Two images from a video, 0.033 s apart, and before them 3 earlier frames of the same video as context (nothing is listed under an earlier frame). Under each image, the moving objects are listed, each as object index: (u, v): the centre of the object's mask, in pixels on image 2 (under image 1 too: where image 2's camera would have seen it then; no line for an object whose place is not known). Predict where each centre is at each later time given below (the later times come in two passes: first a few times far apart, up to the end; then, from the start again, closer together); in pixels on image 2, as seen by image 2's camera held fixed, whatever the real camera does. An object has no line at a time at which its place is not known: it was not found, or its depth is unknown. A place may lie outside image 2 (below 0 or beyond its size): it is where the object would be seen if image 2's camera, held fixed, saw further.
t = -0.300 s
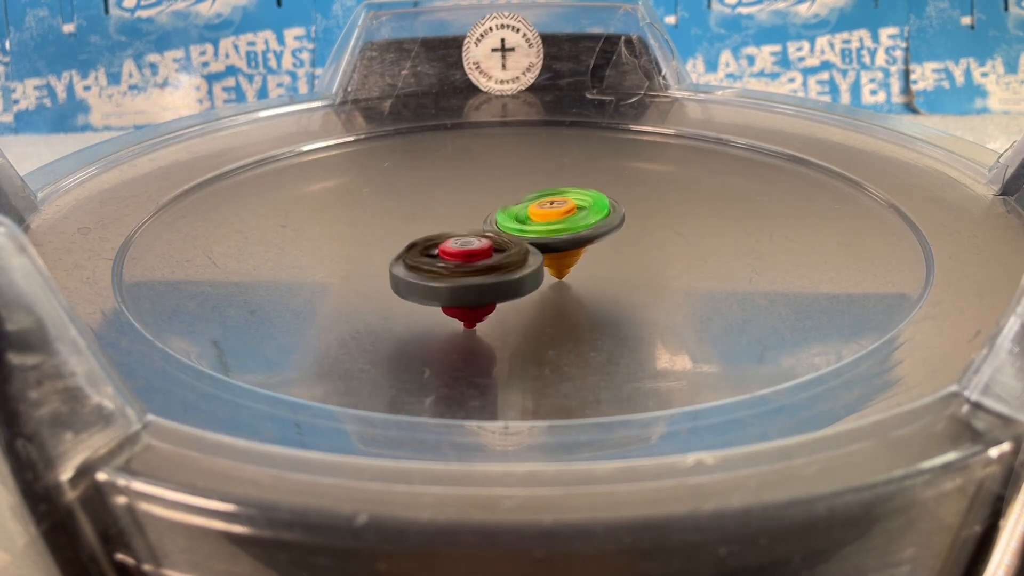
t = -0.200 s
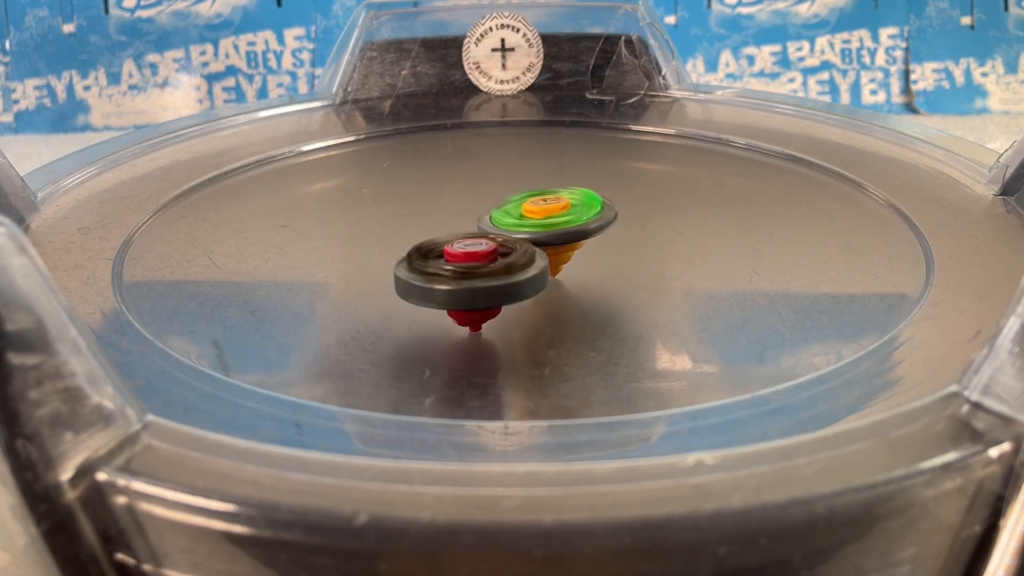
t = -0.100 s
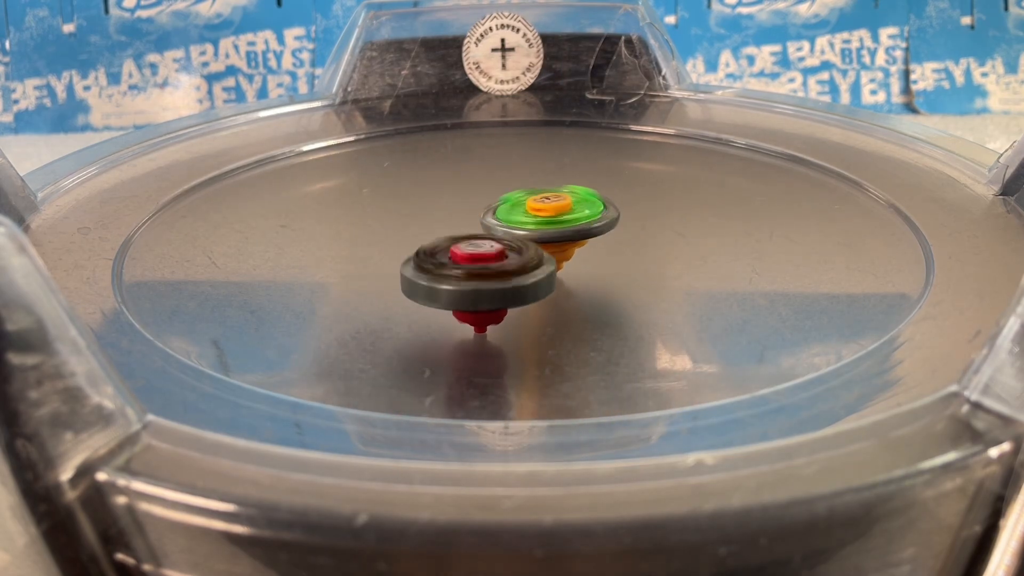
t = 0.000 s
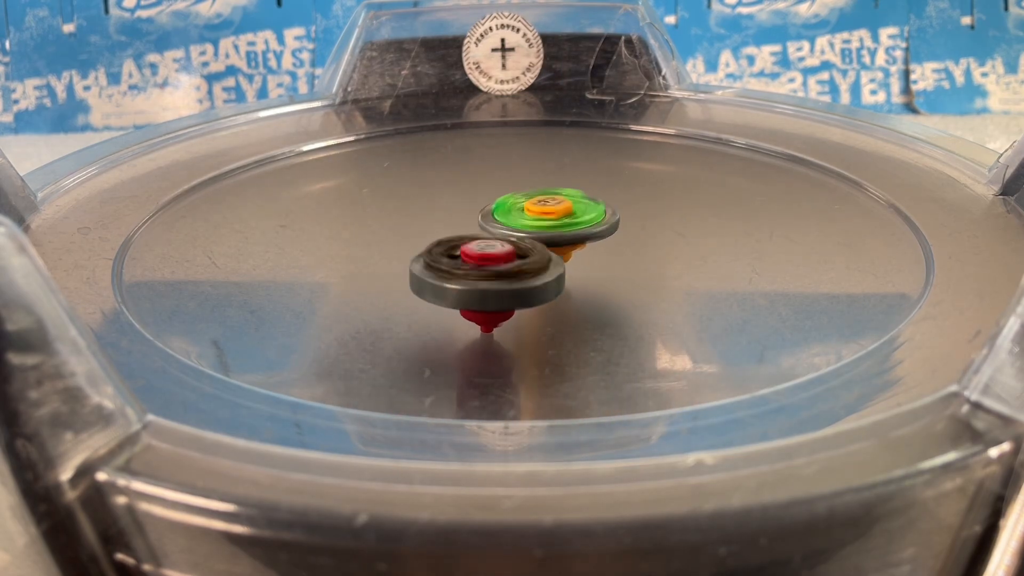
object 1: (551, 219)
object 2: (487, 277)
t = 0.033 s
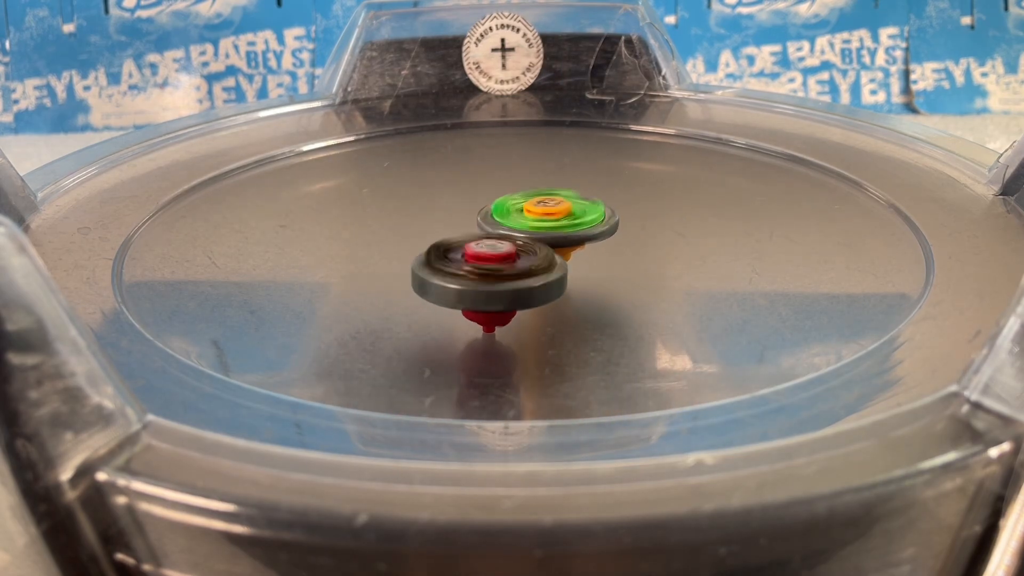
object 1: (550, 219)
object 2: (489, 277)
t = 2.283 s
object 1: (467, 230)
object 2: (624, 232)
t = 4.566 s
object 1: (492, 254)
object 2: (507, 196)
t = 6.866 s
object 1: (662, 243)
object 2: (451, 228)
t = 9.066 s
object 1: (506, 272)
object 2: (577, 211)
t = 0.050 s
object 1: (550, 219)
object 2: (489, 277)
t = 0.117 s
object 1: (551, 219)
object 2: (494, 276)
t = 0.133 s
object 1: (551, 218)
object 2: (495, 276)
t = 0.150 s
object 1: (552, 218)
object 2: (494, 277)
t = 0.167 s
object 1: (554, 217)
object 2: (493, 279)
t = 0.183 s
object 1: (555, 216)
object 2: (492, 279)
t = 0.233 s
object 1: (557, 214)
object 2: (495, 279)
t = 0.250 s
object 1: (557, 213)
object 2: (496, 279)
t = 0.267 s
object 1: (557, 212)
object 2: (498, 278)
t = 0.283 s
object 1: (557, 212)
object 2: (499, 278)
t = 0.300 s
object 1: (556, 212)
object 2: (501, 278)
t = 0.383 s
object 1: (552, 211)
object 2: (508, 276)
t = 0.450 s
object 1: (548, 211)
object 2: (514, 275)
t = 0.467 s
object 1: (547, 211)
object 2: (516, 274)
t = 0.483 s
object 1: (546, 211)
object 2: (517, 274)
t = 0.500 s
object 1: (546, 209)
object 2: (516, 277)
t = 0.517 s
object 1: (548, 207)
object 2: (512, 281)
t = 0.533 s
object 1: (550, 205)
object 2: (509, 284)
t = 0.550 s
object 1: (551, 202)
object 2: (507, 286)
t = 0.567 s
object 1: (553, 200)
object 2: (506, 287)
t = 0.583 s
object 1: (555, 199)
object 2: (505, 288)
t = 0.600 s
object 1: (556, 198)
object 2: (506, 288)
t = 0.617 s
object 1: (556, 197)
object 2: (508, 288)
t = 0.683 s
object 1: (557, 196)
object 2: (517, 287)
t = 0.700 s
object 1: (558, 196)
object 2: (518, 287)
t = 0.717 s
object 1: (558, 196)
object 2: (520, 287)
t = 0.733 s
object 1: (559, 196)
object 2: (523, 287)
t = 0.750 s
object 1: (558, 197)
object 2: (524, 287)
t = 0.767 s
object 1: (559, 197)
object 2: (527, 286)
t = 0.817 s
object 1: (560, 199)
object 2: (533, 285)
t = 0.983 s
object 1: (563, 203)
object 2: (552, 279)
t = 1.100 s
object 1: (563, 207)
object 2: (565, 274)
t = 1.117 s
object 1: (563, 207)
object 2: (567, 273)
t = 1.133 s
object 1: (564, 208)
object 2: (569, 272)
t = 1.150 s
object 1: (563, 206)
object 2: (570, 273)
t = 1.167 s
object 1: (562, 205)
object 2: (572, 276)
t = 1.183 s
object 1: (562, 204)
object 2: (572, 277)
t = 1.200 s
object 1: (561, 203)
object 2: (573, 279)
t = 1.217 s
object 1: (559, 202)
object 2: (574, 279)
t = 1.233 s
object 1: (559, 201)
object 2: (575, 279)
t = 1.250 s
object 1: (556, 202)
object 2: (577, 279)
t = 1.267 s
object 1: (555, 201)
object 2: (579, 278)
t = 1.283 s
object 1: (554, 203)
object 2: (582, 278)
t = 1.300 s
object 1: (552, 203)
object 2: (584, 277)
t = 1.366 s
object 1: (546, 205)
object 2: (593, 274)
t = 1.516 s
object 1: (529, 213)
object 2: (609, 268)
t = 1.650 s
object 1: (515, 220)
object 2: (618, 262)
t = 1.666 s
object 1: (513, 220)
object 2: (619, 261)
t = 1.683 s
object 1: (511, 221)
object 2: (620, 261)
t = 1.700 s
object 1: (509, 221)
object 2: (621, 260)
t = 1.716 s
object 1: (508, 222)
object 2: (621, 259)
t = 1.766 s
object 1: (502, 223)
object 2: (624, 256)
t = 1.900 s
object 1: (488, 226)
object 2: (627, 250)
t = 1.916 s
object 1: (486, 226)
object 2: (627, 249)
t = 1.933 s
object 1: (485, 227)
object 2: (628, 248)
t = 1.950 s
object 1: (483, 226)
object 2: (628, 247)
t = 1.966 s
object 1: (482, 227)
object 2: (628, 247)
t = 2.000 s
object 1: (479, 227)
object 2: (628, 245)
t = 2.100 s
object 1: (472, 228)
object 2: (628, 240)
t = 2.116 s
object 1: (472, 229)
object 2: (627, 240)
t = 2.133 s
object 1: (470, 228)
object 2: (628, 239)
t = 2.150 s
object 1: (470, 228)
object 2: (627, 238)
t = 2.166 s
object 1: (468, 229)
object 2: (627, 237)
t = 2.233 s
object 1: (467, 229)
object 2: (625, 234)
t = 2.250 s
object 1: (467, 229)
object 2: (625, 234)
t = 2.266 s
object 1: (468, 230)
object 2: (625, 233)
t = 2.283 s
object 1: (467, 230)
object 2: (624, 232)
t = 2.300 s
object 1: (468, 230)
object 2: (623, 232)
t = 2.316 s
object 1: (467, 229)
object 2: (623, 231)
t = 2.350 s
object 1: (468, 230)
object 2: (622, 230)
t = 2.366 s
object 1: (469, 230)
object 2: (621, 229)
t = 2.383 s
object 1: (469, 230)
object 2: (620, 228)
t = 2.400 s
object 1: (469, 230)
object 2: (620, 228)
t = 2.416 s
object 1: (470, 231)
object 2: (619, 227)
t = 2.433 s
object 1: (471, 231)
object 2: (618, 227)
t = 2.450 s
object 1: (472, 231)
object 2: (618, 226)
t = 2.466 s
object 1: (473, 231)
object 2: (617, 226)
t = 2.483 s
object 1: (475, 231)
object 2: (616, 225)
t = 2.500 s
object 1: (475, 231)
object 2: (615, 225)
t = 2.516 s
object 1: (476, 231)
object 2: (615, 224)
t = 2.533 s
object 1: (470, 232)
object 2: (619, 223)
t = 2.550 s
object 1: (467, 232)
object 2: (622, 221)
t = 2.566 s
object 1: (465, 232)
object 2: (623, 221)
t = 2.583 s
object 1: (465, 232)
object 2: (623, 220)
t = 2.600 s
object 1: (465, 233)
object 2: (623, 220)
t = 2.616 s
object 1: (466, 233)
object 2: (623, 219)
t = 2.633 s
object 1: (468, 234)
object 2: (622, 219)
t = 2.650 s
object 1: (469, 233)
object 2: (622, 219)
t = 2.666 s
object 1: (471, 234)
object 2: (622, 218)
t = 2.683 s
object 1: (471, 234)
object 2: (621, 217)
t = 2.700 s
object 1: (474, 234)
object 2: (621, 217)
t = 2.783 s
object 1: (484, 237)
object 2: (618, 216)
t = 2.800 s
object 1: (485, 236)
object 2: (618, 215)
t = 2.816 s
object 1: (488, 236)
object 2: (617, 215)
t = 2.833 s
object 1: (489, 236)
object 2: (617, 215)
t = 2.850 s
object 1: (484, 237)
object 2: (621, 213)
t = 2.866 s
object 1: (474, 238)
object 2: (630, 211)
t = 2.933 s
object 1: (457, 242)
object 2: (642, 207)
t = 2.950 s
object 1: (455, 242)
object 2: (642, 207)
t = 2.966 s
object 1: (455, 242)
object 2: (642, 206)
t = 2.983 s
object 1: (454, 242)
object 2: (641, 206)
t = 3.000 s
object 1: (455, 242)
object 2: (641, 206)
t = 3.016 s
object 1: (456, 242)
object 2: (640, 206)
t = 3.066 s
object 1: (462, 243)
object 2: (638, 206)
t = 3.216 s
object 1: (484, 243)
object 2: (628, 208)
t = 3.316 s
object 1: (501, 243)
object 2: (620, 210)
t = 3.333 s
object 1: (504, 242)
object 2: (619, 210)
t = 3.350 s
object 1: (505, 242)
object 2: (619, 210)
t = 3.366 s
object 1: (502, 242)
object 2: (618, 209)
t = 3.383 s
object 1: (501, 243)
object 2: (618, 209)
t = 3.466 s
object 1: (499, 243)
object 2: (609, 210)
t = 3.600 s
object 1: (491, 243)
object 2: (599, 209)
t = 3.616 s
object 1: (493, 243)
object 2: (598, 209)
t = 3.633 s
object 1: (490, 243)
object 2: (597, 208)
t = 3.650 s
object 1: (471, 247)
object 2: (609, 203)
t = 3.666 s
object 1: (453, 251)
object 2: (621, 198)
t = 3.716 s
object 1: (412, 256)
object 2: (648, 184)
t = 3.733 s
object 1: (402, 257)
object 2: (652, 181)
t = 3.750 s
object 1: (393, 259)
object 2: (655, 178)
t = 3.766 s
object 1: (388, 259)
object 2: (656, 176)
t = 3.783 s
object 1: (384, 260)
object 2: (655, 174)
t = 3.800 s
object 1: (382, 260)
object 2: (653, 173)
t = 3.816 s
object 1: (382, 260)
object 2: (651, 173)
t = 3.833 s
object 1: (381, 260)
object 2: (650, 173)
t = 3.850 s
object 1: (382, 259)
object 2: (648, 172)
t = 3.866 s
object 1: (385, 260)
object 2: (646, 172)
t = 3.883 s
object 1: (387, 259)
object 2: (644, 172)
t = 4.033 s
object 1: (420, 255)
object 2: (627, 173)
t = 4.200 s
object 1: (455, 246)
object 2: (606, 179)
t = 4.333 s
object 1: (478, 241)
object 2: (577, 190)
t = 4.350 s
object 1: (482, 242)
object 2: (572, 192)
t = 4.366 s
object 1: (484, 241)
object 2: (569, 193)
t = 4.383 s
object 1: (487, 241)
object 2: (564, 193)
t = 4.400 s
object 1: (490, 241)
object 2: (560, 193)
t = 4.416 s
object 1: (491, 241)
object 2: (557, 192)
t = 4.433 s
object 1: (489, 243)
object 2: (551, 191)
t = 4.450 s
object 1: (487, 245)
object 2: (546, 191)
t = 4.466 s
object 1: (486, 248)
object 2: (541, 192)
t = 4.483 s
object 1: (487, 249)
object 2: (535, 192)
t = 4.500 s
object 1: (487, 252)
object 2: (529, 193)
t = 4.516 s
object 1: (489, 253)
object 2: (526, 194)
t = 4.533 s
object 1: (489, 253)
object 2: (520, 195)
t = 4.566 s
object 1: (492, 254)
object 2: (507, 196)
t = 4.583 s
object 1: (494, 254)
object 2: (500, 198)
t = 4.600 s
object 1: (496, 254)
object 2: (493, 199)
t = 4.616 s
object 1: (496, 257)
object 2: (488, 199)
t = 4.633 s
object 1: (496, 261)
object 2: (487, 199)
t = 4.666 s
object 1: (498, 266)
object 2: (481, 199)
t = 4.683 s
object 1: (499, 269)
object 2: (480, 200)
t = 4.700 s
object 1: (499, 270)
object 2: (477, 200)
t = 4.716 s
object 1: (500, 271)
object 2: (476, 201)
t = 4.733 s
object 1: (501, 274)
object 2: (475, 202)
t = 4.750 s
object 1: (503, 273)
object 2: (473, 202)
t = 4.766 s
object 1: (504, 274)
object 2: (472, 203)
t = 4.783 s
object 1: (504, 273)
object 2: (471, 203)
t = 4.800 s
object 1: (506, 273)
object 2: (469, 203)
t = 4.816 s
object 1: (507, 273)
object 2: (468, 204)
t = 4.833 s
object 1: (508, 272)
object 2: (466, 204)
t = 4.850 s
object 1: (509, 273)
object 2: (465, 204)
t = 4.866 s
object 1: (509, 272)
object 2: (464, 204)
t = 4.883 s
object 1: (510, 271)
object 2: (463, 205)
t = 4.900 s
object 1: (512, 271)
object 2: (461, 205)
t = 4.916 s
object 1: (512, 269)
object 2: (461, 205)
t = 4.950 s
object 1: (513, 269)
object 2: (459, 205)
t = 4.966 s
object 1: (513, 267)
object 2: (459, 205)
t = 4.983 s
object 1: (515, 267)
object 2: (458, 205)
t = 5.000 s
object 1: (513, 266)
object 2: (457, 205)
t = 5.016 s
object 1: (514, 264)
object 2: (457, 205)
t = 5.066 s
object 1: (513, 262)
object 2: (455, 205)
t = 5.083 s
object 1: (511, 261)
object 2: (454, 204)
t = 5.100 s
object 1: (511, 259)
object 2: (453, 204)
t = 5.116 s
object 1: (510, 259)
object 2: (454, 204)
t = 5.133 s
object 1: (509, 258)
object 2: (453, 204)
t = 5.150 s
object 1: (509, 257)
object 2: (453, 204)
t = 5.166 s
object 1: (510, 260)
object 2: (453, 203)
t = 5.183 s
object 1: (513, 260)
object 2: (451, 200)
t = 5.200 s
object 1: (518, 264)
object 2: (451, 199)
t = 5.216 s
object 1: (521, 266)
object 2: (452, 199)
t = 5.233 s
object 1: (525, 266)
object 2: (452, 198)
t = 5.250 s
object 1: (527, 268)
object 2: (453, 198)
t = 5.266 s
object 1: (530, 268)
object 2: (453, 198)
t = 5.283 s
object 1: (533, 267)
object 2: (453, 199)
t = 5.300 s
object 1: (533, 267)
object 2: (453, 199)
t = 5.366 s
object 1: (538, 264)
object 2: (452, 200)
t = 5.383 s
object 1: (538, 263)
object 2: (452, 200)
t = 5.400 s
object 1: (539, 262)
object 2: (452, 200)
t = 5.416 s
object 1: (540, 260)
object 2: (452, 201)
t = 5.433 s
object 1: (540, 259)
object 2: (452, 201)
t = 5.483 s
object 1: (543, 255)
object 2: (452, 202)
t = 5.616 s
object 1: (551, 247)
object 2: (453, 210)
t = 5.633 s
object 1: (553, 246)
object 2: (454, 212)
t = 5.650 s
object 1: (554, 245)
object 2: (454, 214)
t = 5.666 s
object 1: (557, 242)
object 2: (455, 214)
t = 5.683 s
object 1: (561, 241)
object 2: (458, 216)
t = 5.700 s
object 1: (566, 249)
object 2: (460, 217)
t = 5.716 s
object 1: (568, 252)
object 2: (464, 218)
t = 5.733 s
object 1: (571, 253)
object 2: (466, 219)
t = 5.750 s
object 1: (573, 254)
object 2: (469, 221)
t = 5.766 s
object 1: (575, 256)
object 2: (471, 223)
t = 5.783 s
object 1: (576, 257)
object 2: (473, 225)
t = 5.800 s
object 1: (584, 261)
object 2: (475, 227)
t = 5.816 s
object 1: (589, 263)
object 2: (476, 228)
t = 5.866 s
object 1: (600, 268)
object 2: (481, 235)
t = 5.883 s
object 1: (600, 267)
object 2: (482, 237)
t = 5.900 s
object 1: (602, 269)
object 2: (483, 240)
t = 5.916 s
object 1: (601, 269)
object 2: (485, 242)
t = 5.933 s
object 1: (607, 269)
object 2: (483, 243)
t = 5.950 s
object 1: (615, 272)
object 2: (478, 243)
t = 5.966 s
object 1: (621, 272)
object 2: (475, 243)
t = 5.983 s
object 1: (626, 274)
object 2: (473, 243)
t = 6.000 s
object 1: (630, 275)
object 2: (473, 244)
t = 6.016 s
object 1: (630, 275)
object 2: (473, 244)
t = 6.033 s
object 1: (630, 275)
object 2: (473, 245)
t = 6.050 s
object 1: (631, 276)
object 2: (473, 245)
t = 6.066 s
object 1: (629, 276)
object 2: (473, 246)
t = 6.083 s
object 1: (626, 276)
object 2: (472, 246)
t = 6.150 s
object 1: (613, 274)
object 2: (470, 247)
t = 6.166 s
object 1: (609, 272)
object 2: (470, 248)
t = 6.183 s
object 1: (605, 272)
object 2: (470, 248)
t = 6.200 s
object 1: (600, 269)
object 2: (469, 248)
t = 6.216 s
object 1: (595, 268)
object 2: (468, 248)
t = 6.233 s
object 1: (599, 267)
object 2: (462, 246)
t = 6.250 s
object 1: (601, 266)
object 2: (456, 245)
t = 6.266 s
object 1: (603, 265)
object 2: (452, 243)
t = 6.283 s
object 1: (603, 264)
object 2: (450, 242)
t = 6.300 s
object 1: (603, 263)
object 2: (449, 241)
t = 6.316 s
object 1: (603, 262)
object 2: (449, 241)
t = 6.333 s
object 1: (600, 262)
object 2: (449, 241)
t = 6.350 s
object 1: (598, 261)
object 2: (449, 240)
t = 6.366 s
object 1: (597, 260)
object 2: (448, 240)
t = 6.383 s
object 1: (594, 259)
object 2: (448, 240)
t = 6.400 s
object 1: (591, 259)
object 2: (448, 239)
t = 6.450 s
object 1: (582, 257)
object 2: (449, 239)
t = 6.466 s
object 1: (580, 256)
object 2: (449, 238)
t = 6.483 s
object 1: (578, 256)
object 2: (450, 238)
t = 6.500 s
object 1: (574, 255)
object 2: (451, 238)
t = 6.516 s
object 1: (574, 254)
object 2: (452, 238)
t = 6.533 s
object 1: (570, 252)
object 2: (453, 238)
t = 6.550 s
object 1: (572, 248)
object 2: (452, 237)
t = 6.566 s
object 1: (575, 246)
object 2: (452, 236)
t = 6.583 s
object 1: (575, 247)
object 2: (452, 236)
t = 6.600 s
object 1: (579, 246)
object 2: (454, 236)
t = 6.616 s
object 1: (581, 243)
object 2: (456, 236)
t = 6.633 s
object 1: (581, 243)
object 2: (458, 236)
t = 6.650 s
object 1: (583, 243)
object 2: (459, 236)
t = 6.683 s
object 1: (583, 240)
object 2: (464, 236)
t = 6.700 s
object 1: (584, 241)
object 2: (465, 236)
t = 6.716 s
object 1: (584, 238)
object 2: (467, 236)
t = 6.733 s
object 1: (597, 240)
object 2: (463, 233)
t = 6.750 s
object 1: (609, 242)
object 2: (455, 231)
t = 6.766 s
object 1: (621, 240)
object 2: (450, 229)
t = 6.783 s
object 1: (631, 241)
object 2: (447, 229)
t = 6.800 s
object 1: (640, 244)
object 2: (446, 228)
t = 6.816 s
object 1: (647, 241)
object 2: (446, 227)
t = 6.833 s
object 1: (653, 243)
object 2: (448, 228)
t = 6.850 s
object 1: (659, 245)
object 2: (450, 228)
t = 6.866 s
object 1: (662, 243)
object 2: (451, 228)
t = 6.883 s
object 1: (663, 244)
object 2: (452, 229)
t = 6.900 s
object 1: (664, 246)
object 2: (453, 229)
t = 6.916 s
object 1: (664, 246)
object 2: (454, 229)
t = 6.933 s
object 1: (661, 245)
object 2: (454, 230)
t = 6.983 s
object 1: (648, 248)
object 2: (458, 231)
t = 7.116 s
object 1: (592, 252)
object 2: (473, 237)
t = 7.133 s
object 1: (585, 253)
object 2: (476, 238)
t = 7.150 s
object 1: (581, 254)
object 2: (479, 237)
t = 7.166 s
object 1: (583, 257)
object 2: (472, 231)
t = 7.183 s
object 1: (585, 256)
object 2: (465, 229)
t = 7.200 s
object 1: (585, 255)
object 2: (459, 236)
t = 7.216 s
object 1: (586, 255)
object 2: (453, 232)
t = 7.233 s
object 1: (584, 255)
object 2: (448, 229)
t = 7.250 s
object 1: (582, 254)
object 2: (444, 234)
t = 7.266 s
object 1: (582, 252)
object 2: (439, 233)
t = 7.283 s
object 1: (580, 253)
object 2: (435, 230)
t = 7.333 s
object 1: (575, 250)
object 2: (426, 234)
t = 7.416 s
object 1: (564, 243)
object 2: (422, 233)
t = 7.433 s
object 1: (564, 245)
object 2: (421, 233)
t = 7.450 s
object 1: (563, 245)
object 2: (420, 233)
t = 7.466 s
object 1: (560, 244)
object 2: (420, 232)
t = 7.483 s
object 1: (560, 243)
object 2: (420, 232)
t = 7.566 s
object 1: (545, 240)
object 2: (422, 231)
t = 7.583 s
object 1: (541, 237)
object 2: (422, 231)
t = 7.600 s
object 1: (541, 237)
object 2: (422, 231)
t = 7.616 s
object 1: (539, 237)
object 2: (424, 231)
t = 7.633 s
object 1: (537, 237)
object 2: (425, 231)
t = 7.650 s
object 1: (537, 234)
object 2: (427, 231)
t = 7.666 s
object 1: (537, 234)
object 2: (430, 232)
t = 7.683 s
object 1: (539, 235)
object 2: (430, 232)
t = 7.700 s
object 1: (543, 229)
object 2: (431, 232)
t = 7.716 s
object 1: (545, 229)
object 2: (432, 231)
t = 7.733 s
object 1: (547, 229)
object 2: (434, 232)
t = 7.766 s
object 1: (550, 225)
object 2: (439, 233)
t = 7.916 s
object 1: (571, 213)
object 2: (479, 237)
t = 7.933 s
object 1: (573, 210)
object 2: (485, 238)
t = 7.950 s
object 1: (574, 211)
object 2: (491, 239)
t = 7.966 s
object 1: (570, 200)
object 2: (496, 239)
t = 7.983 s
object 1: (566, 199)
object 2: (502, 240)
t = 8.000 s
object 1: (563, 197)
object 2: (510, 241)
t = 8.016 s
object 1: (557, 193)
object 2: (515, 243)
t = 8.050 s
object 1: (552, 187)
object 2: (523, 245)
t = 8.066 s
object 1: (549, 185)
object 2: (528, 246)
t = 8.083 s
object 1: (544, 184)
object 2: (532, 247)
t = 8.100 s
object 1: (536, 184)
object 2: (539, 247)
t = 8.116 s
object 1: (529, 184)
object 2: (545, 247)
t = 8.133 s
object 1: (519, 183)
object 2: (550, 248)
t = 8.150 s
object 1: (509, 184)
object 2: (555, 249)
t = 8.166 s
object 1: (500, 187)
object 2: (559, 250)
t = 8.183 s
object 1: (490, 194)
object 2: (565, 250)
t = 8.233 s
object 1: (457, 202)
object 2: (575, 252)
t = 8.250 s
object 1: (446, 206)
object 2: (578, 253)
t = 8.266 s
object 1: (437, 208)
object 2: (580, 253)
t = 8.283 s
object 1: (430, 214)
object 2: (582, 254)
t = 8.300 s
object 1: (425, 217)
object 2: (583, 254)
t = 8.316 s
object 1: (421, 228)
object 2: (583, 254)
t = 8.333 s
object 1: (421, 234)
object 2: (584, 255)
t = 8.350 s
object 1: (422, 241)
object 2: (584, 255)
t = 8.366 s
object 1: (426, 246)
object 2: (584, 255)
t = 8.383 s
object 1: (432, 252)
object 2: (585, 255)
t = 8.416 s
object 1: (441, 263)
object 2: (591, 256)
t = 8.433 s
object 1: (445, 266)
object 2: (594, 255)
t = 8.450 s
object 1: (451, 271)
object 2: (597, 256)
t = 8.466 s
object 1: (457, 273)
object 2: (598, 255)
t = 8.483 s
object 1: (464, 278)
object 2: (599, 256)
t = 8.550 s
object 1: (491, 285)
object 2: (606, 256)
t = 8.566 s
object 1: (496, 286)
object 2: (607, 256)
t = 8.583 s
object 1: (497, 287)
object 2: (608, 256)
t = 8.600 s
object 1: (498, 288)
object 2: (609, 255)
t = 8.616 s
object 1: (499, 288)
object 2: (609, 255)
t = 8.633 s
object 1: (501, 288)
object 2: (609, 254)
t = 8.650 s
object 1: (502, 288)
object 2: (609, 254)
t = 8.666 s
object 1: (504, 287)
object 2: (608, 254)
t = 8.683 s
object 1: (505, 287)
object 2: (608, 253)
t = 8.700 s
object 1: (506, 287)
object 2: (607, 252)
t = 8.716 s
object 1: (506, 287)
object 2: (605, 251)
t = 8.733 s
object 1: (506, 287)
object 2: (603, 249)
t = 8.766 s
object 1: (504, 286)
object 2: (600, 247)
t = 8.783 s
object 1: (504, 285)
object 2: (598, 245)
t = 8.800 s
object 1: (504, 285)
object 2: (597, 243)
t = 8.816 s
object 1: (503, 284)
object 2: (594, 241)
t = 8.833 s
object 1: (503, 284)
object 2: (591, 239)
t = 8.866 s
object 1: (503, 283)
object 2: (586, 236)
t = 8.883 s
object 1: (502, 283)
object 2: (584, 234)
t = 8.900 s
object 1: (501, 282)
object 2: (583, 233)
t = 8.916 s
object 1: (501, 281)
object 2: (581, 231)
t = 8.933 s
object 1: (501, 281)
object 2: (580, 229)
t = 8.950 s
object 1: (501, 281)
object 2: (578, 227)
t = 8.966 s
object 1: (501, 280)
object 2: (576, 224)
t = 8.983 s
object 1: (502, 279)
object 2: (575, 222)
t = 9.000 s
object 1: (502, 277)
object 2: (574, 221)
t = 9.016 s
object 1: (503, 276)
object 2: (575, 218)
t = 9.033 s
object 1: (504, 275)
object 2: (575, 216)
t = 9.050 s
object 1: (505, 273)
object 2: (576, 213)
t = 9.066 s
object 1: (506, 272)
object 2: (577, 211)
